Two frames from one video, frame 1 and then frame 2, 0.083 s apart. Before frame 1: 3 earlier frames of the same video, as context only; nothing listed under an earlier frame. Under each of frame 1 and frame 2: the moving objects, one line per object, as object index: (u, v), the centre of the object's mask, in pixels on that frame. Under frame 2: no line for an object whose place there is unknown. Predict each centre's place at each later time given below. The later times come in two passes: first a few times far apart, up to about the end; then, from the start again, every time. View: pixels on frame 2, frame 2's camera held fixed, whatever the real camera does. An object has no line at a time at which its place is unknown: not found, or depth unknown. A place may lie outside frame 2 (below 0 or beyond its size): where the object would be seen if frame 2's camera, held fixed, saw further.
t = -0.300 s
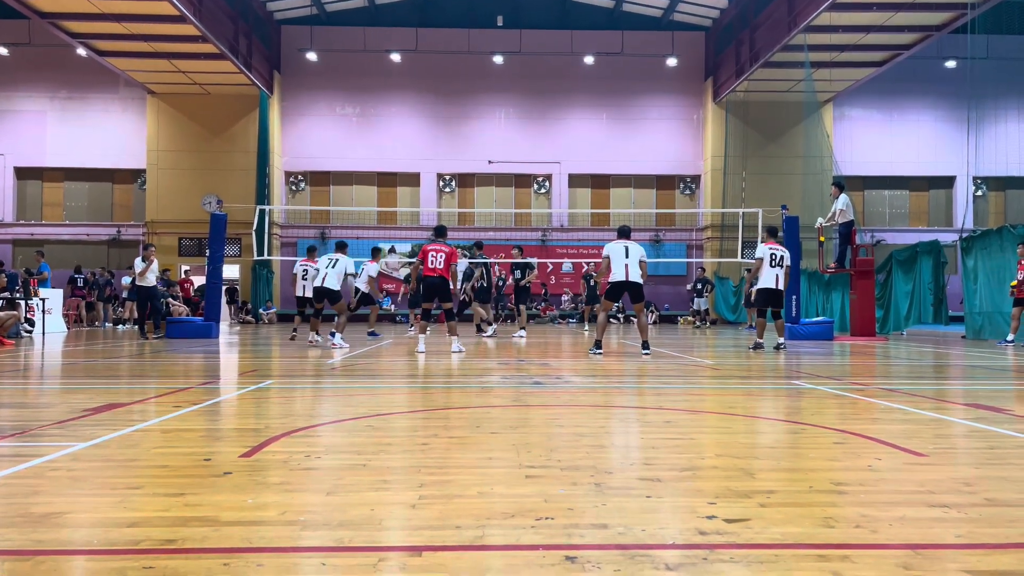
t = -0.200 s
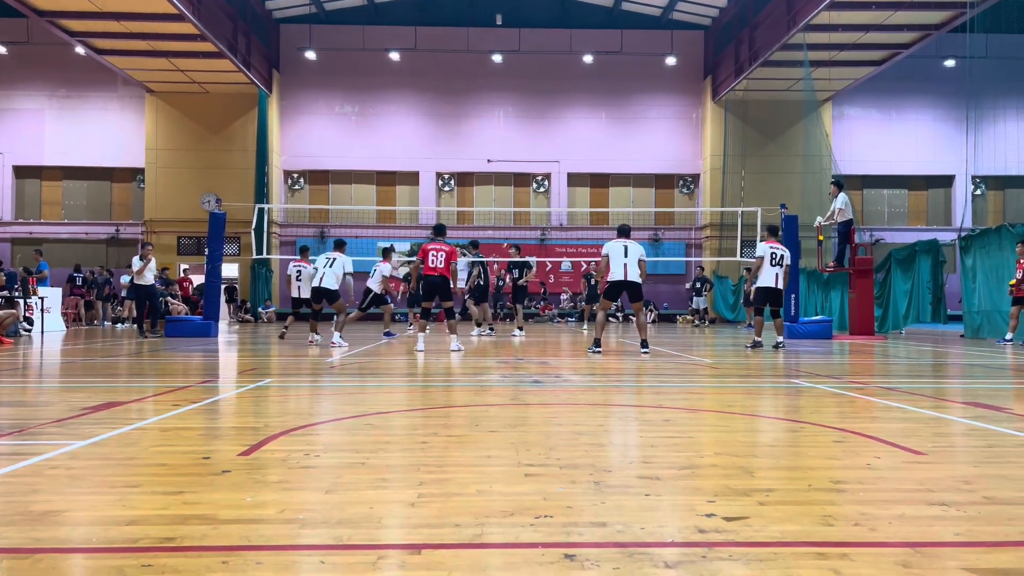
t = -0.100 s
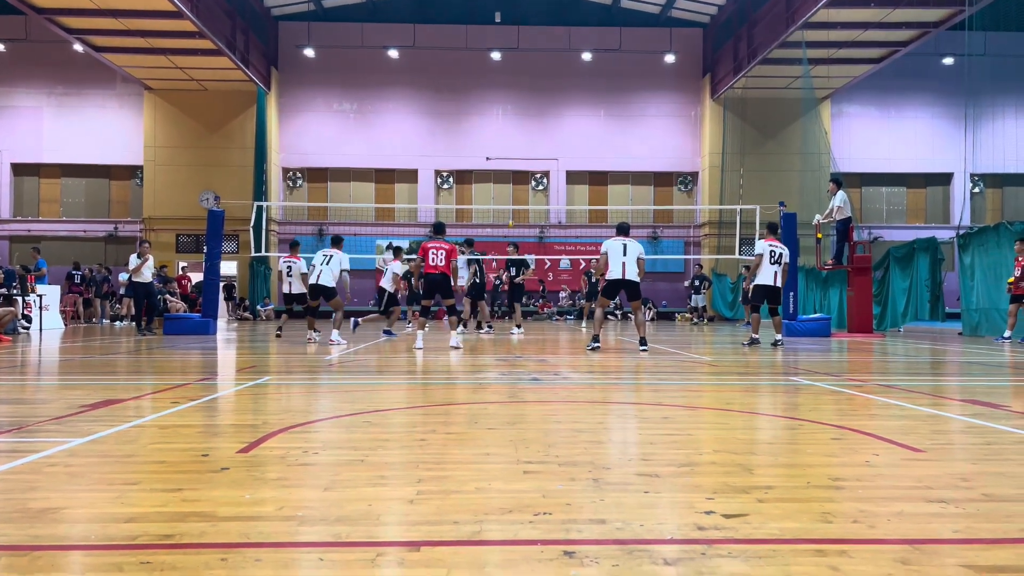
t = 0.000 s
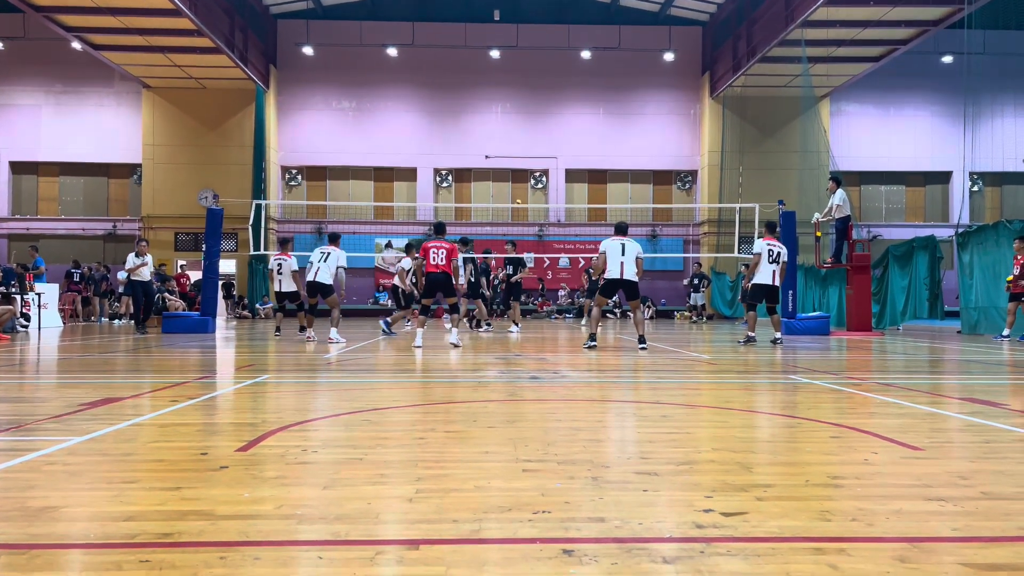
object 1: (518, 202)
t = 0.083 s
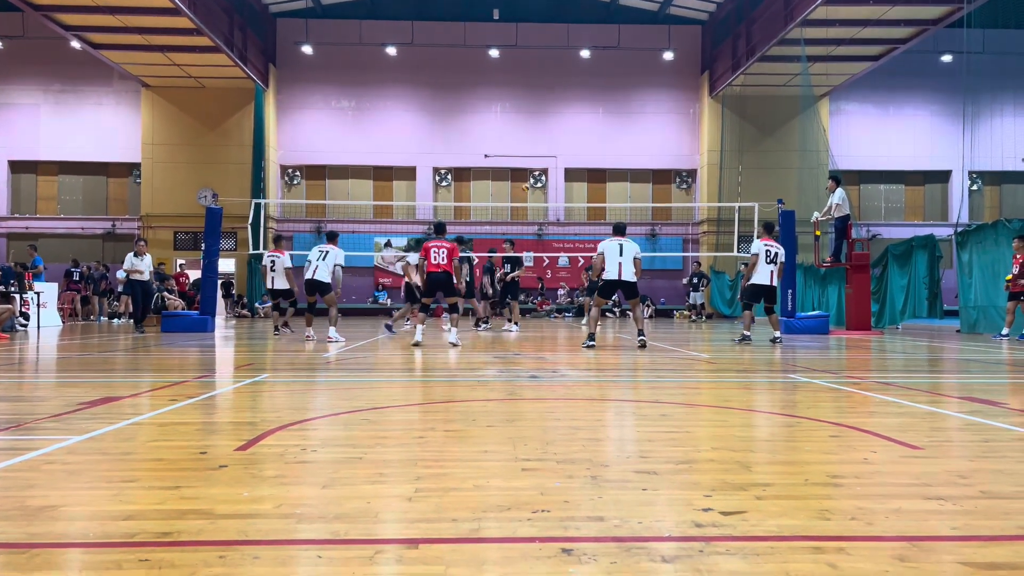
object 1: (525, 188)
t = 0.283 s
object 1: (547, 160)
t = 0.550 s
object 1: (580, 135)
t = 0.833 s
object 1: (624, 138)
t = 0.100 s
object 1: (527, 184)
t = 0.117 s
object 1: (528, 182)
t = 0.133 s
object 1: (531, 179)
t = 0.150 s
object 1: (532, 178)
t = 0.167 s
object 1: (534, 174)
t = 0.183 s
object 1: (536, 172)
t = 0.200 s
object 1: (538, 170)
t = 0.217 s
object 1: (539, 168)
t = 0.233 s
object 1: (541, 166)
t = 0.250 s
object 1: (543, 164)
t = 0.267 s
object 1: (545, 162)
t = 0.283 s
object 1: (547, 160)
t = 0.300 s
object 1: (549, 158)
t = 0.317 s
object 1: (551, 156)
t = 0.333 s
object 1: (552, 155)
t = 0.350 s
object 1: (554, 153)
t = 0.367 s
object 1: (556, 151)
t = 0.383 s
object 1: (558, 149)
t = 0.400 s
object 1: (560, 148)
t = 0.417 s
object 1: (562, 146)
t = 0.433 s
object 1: (564, 144)
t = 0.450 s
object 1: (566, 143)
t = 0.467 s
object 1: (568, 142)
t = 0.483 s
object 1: (570, 140)
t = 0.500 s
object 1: (573, 139)
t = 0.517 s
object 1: (575, 138)
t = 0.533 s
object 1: (577, 137)
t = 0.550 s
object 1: (580, 135)
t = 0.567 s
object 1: (582, 135)
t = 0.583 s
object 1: (584, 134)
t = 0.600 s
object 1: (587, 134)
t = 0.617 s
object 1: (589, 133)
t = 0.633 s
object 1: (592, 132)
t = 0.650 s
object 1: (594, 132)
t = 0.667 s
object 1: (597, 132)
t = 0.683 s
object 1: (599, 132)
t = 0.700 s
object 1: (602, 132)
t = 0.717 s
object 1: (605, 133)
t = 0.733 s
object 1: (607, 133)
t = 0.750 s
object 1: (610, 133)
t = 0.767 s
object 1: (613, 134)
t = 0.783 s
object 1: (615, 135)
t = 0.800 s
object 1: (618, 135)
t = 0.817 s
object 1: (621, 137)
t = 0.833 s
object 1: (624, 138)
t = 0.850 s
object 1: (626, 139)
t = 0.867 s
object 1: (629, 141)
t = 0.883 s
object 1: (632, 142)
